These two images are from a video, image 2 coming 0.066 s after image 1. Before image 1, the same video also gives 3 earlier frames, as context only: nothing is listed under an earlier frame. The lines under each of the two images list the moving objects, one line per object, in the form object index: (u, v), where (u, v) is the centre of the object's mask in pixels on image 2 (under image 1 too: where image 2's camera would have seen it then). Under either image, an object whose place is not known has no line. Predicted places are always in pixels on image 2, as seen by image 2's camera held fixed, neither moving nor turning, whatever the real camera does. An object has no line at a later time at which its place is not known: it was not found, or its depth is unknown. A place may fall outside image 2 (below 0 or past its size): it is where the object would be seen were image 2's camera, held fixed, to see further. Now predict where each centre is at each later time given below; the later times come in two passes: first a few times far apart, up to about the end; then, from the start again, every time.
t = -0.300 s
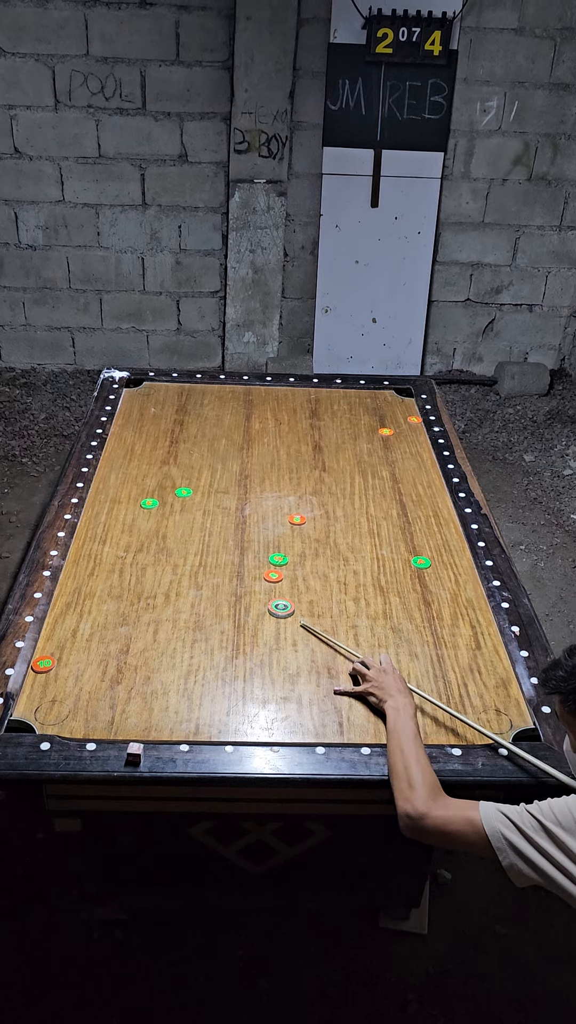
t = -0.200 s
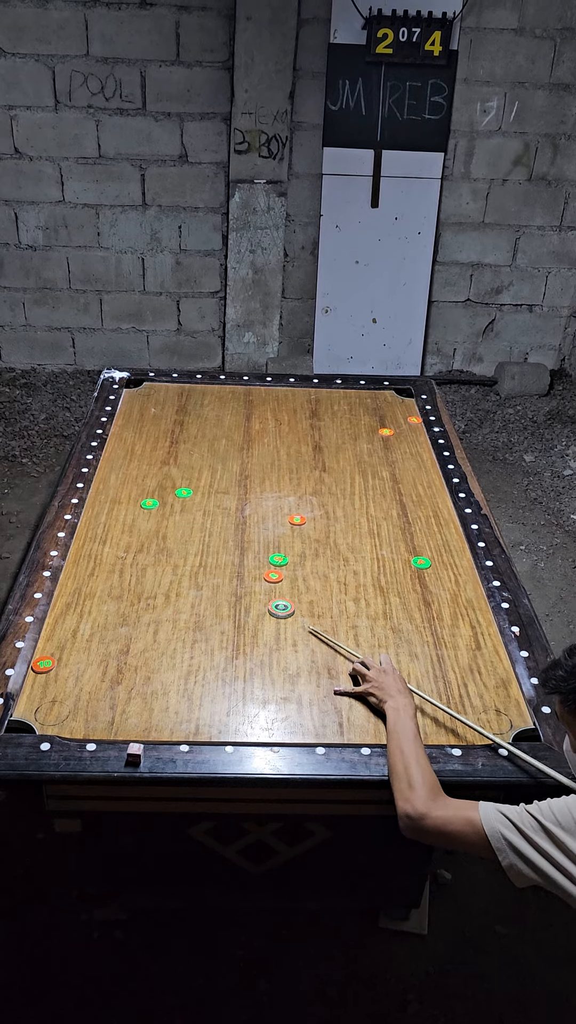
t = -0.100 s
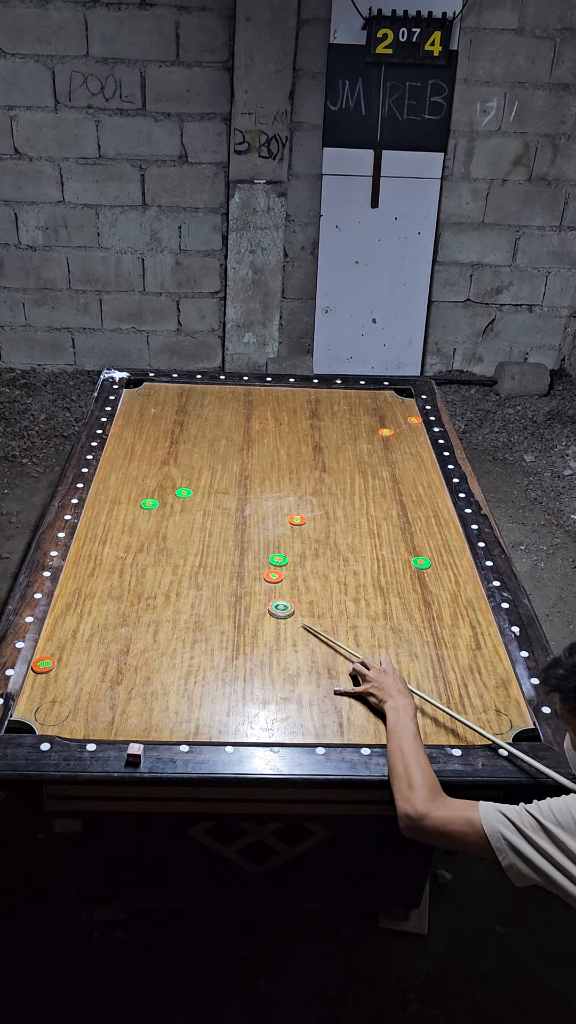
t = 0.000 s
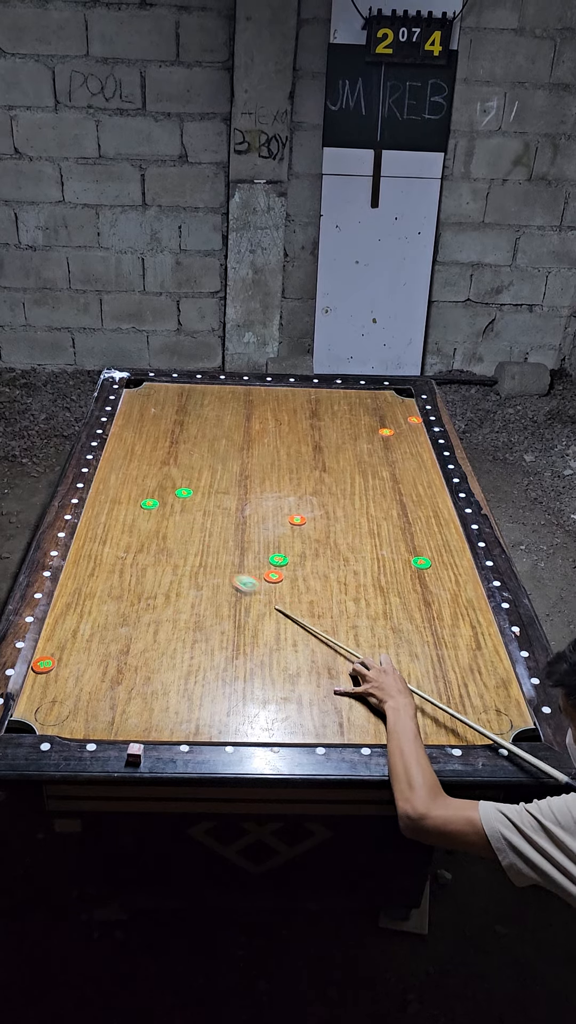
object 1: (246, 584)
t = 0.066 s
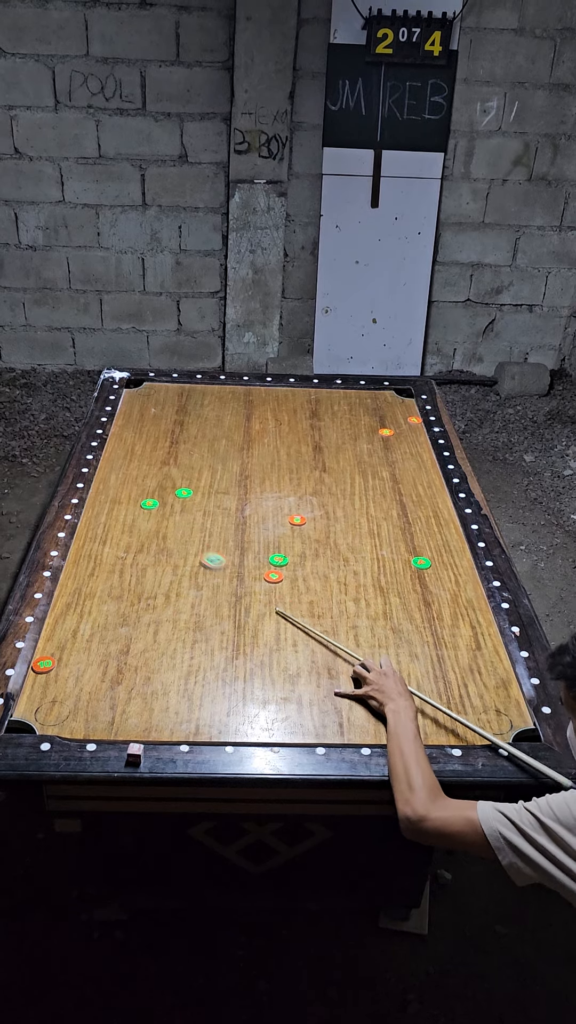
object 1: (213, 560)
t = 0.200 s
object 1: (157, 520)
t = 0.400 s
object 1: (102, 495)
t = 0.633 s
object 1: (144, 488)
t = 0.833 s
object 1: (165, 483)
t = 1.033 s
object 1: (174, 482)
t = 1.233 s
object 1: (175, 482)
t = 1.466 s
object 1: (175, 482)
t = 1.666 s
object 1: (175, 482)
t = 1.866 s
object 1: (175, 481)
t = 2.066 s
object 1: (175, 481)
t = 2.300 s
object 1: (175, 481)
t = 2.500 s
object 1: (175, 481)
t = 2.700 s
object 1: (175, 482)
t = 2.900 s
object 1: (175, 481)
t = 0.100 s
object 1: (198, 550)
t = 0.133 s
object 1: (183, 540)
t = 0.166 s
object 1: (169, 530)
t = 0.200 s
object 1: (157, 520)
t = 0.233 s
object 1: (146, 513)
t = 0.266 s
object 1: (134, 510)
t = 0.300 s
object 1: (123, 506)
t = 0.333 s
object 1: (114, 502)
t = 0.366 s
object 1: (105, 498)
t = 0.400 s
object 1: (102, 495)
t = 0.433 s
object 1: (109, 494)
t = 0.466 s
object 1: (116, 493)
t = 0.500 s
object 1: (122, 492)
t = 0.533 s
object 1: (128, 491)
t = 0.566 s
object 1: (133, 490)
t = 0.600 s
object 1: (139, 489)
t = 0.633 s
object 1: (144, 488)
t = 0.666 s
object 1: (148, 487)
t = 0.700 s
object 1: (153, 486)
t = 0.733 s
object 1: (156, 485)
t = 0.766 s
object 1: (160, 485)
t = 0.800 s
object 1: (163, 484)
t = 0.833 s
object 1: (165, 483)
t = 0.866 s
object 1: (168, 483)
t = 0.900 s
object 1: (170, 483)
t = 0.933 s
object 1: (171, 482)
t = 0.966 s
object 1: (173, 482)
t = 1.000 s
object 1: (174, 482)
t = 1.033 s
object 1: (174, 482)
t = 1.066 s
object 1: (175, 481)
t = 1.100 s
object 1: (175, 482)
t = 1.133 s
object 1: (175, 482)
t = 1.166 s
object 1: (175, 481)
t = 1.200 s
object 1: (175, 481)
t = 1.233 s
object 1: (175, 482)
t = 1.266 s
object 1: (175, 482)
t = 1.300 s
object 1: (175, 482)
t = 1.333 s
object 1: (175, 482)
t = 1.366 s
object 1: (175, 481)
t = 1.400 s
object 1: (175, 481)
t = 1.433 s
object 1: (175, 482)
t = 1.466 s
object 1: (175, 482)
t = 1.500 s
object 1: (175, 481)
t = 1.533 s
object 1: (175, 481)
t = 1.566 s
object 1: (175, 482)
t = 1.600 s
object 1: (175, 481)
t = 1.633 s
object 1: (175, 482)
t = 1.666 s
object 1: (175, 482)
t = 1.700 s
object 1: (175, 482)
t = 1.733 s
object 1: (175, 482)
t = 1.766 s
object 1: (175, 482)
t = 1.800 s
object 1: (175, 482)
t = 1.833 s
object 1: (175, 481)
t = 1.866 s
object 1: (175, 481)
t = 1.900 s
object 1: (175, 482)
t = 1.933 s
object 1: (175, 482)
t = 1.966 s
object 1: (175, 482)
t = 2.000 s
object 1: (175, 481)
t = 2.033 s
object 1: (175, 481)
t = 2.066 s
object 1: (175, 481)
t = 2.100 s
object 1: (175, 481)
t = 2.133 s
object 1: (175, 481)
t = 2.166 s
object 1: (175, 481)
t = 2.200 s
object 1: (175, 481)
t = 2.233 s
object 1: (175, 481)
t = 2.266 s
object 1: (175, 481)
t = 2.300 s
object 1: (175, 481)
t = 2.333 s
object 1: (175, 481)
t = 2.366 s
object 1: (175, 482)
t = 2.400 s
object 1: (175, 481)
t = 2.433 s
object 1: (175, 481)
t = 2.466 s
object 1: (175, 481)
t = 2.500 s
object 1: (175, 481)
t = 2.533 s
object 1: (175, 481)
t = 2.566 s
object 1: (175, 481)
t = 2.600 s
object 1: (175, 482)
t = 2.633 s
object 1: (175, 482)
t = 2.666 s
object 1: (175, 482)
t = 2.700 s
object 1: (175, 482)
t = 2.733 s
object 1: (175, 481)
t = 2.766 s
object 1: (175, 481)
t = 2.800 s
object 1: (175, 482)
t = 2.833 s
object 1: (175, 481)
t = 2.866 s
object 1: (175, 481)
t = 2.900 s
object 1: (175, 481)
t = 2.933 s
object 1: (175, 481)
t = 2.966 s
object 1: (175, 482)
